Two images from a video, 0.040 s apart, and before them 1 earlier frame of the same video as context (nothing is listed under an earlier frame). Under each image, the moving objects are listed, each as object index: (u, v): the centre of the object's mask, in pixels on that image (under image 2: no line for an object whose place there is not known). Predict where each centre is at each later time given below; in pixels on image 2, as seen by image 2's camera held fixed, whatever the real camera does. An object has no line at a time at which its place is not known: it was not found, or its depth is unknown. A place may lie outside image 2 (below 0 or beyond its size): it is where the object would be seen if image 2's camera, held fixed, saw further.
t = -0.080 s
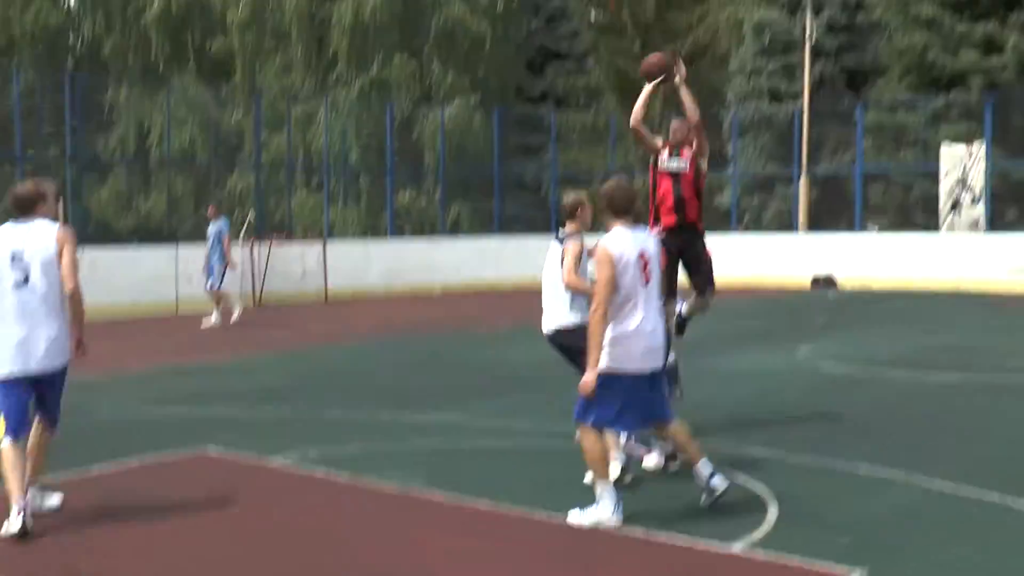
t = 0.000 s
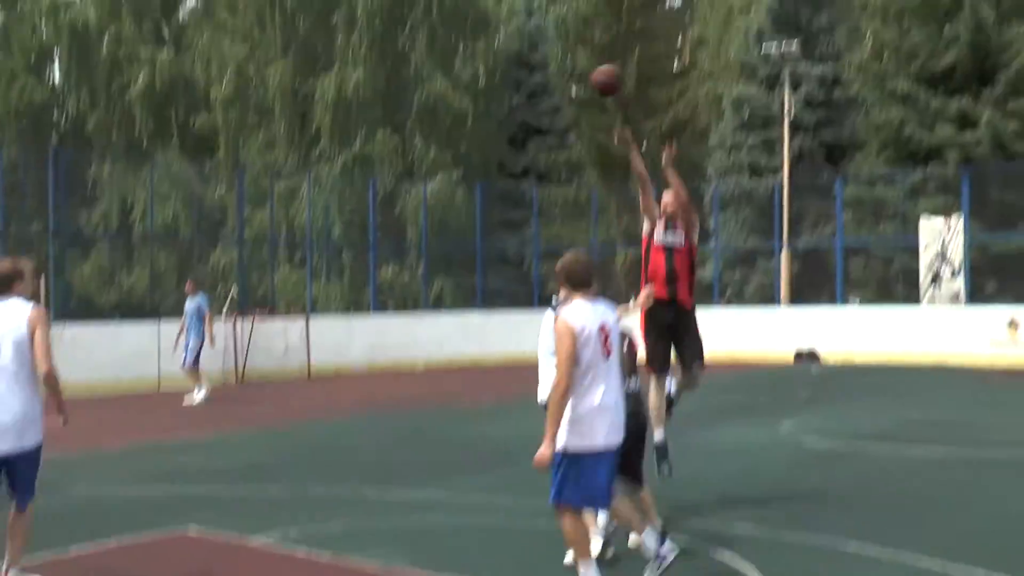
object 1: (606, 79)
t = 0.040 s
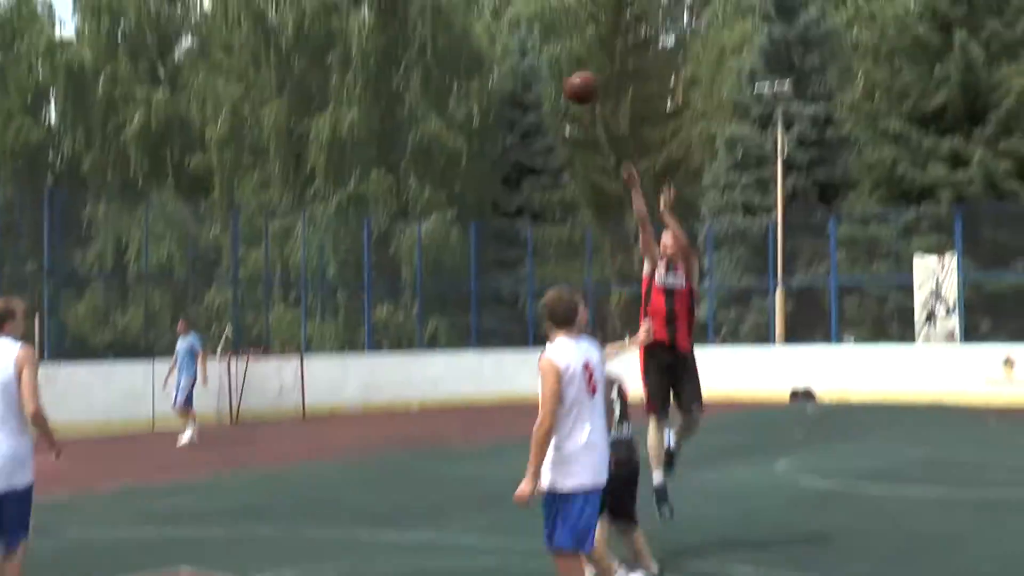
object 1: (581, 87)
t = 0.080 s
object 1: (562, 57)
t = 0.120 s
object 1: (539, 26)
